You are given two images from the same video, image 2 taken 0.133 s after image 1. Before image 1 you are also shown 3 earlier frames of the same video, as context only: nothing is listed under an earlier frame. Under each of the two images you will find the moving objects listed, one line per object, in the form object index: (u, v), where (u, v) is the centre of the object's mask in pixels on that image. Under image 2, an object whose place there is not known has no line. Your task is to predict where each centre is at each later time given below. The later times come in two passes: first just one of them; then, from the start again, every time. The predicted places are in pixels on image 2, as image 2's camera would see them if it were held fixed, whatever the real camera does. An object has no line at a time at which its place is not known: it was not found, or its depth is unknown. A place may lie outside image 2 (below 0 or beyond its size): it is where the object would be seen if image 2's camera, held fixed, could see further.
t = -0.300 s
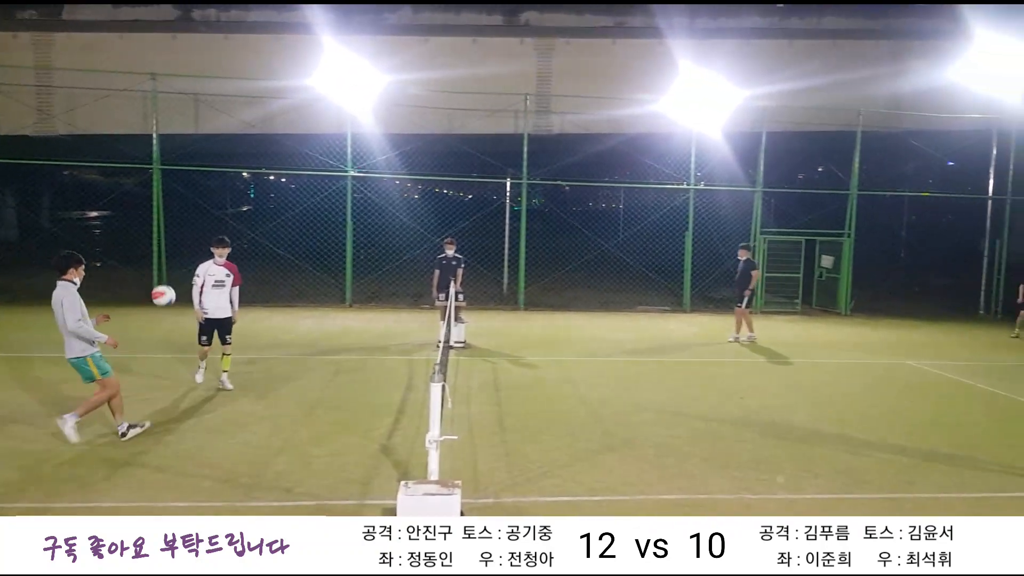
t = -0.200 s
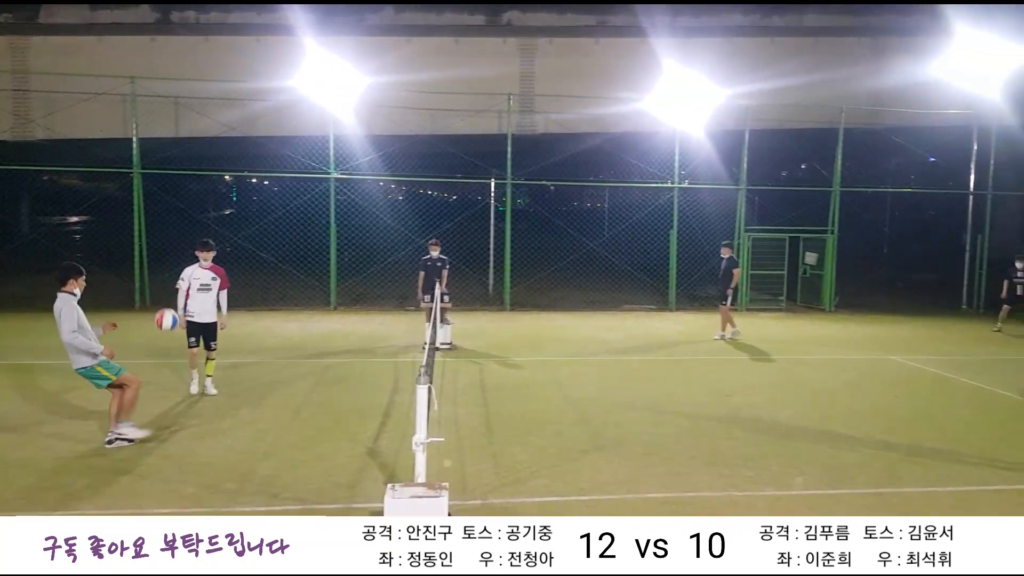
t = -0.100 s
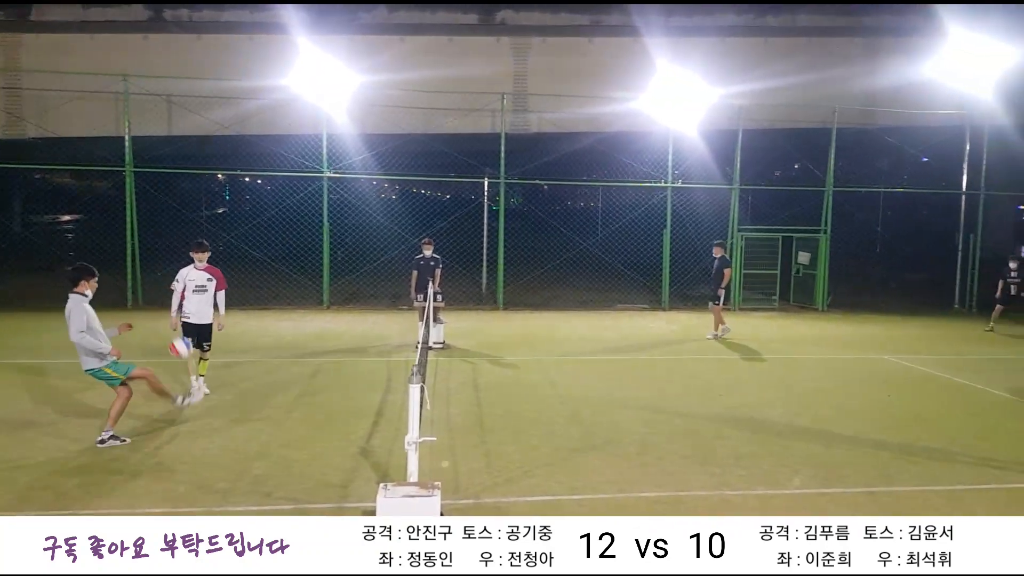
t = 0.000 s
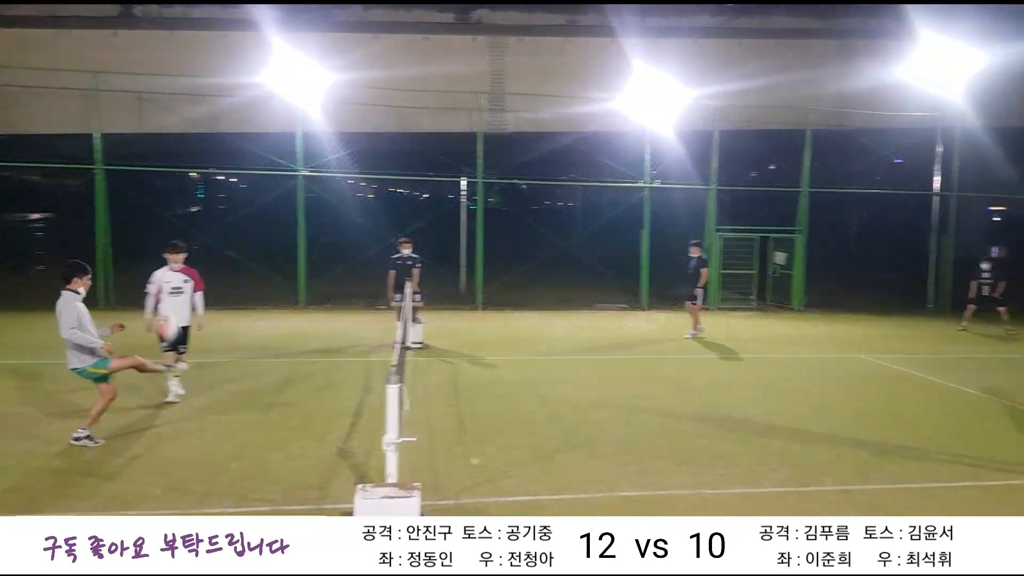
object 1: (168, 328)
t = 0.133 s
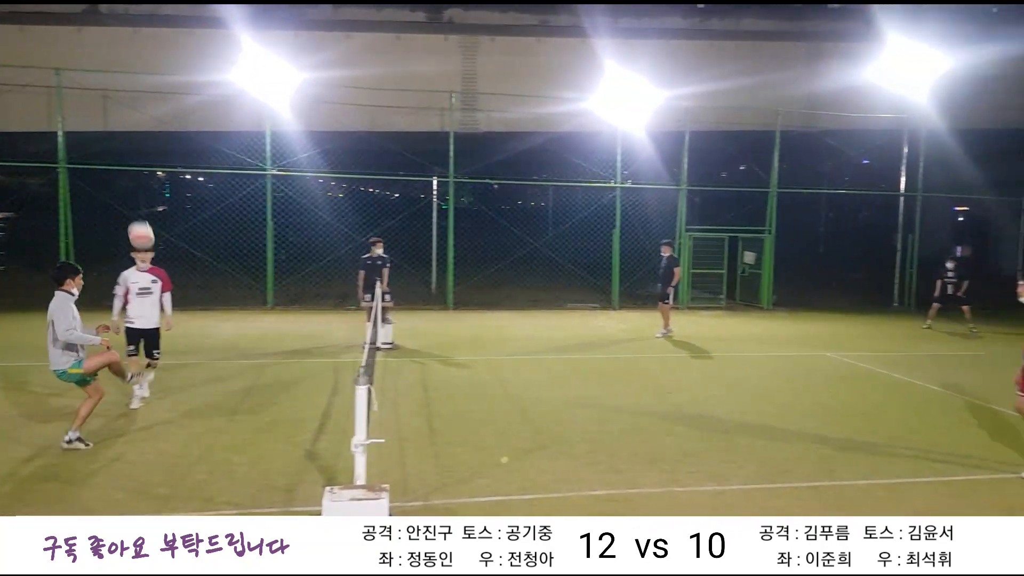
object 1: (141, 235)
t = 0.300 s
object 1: (150, 147)
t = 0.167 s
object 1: (143, 215)
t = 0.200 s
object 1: (145, 197)
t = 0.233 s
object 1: (146, 178)
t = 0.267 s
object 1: (148, 162)
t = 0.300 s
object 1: (150, 147)
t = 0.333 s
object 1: (152, 134)
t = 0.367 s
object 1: (153, 122)
